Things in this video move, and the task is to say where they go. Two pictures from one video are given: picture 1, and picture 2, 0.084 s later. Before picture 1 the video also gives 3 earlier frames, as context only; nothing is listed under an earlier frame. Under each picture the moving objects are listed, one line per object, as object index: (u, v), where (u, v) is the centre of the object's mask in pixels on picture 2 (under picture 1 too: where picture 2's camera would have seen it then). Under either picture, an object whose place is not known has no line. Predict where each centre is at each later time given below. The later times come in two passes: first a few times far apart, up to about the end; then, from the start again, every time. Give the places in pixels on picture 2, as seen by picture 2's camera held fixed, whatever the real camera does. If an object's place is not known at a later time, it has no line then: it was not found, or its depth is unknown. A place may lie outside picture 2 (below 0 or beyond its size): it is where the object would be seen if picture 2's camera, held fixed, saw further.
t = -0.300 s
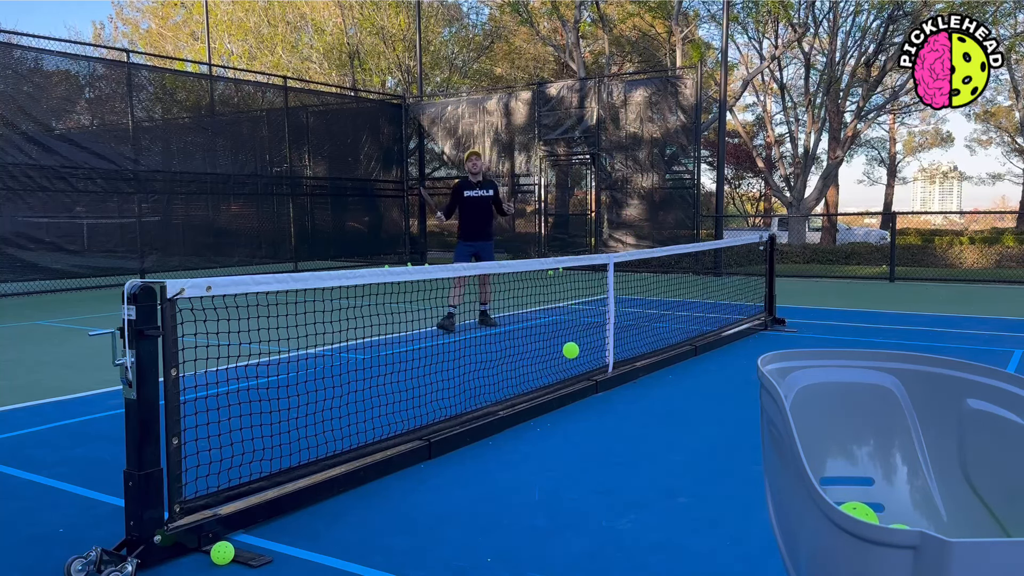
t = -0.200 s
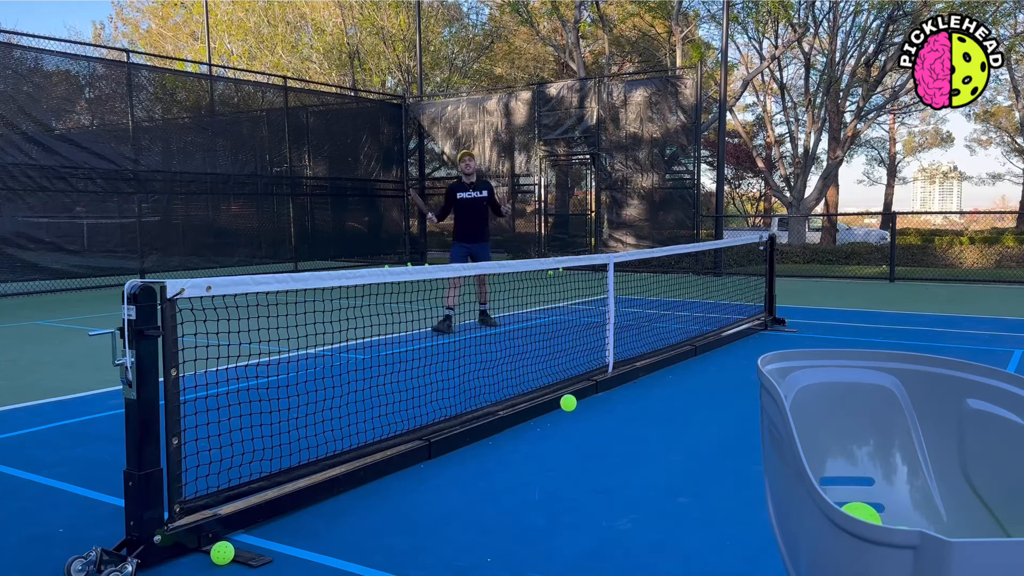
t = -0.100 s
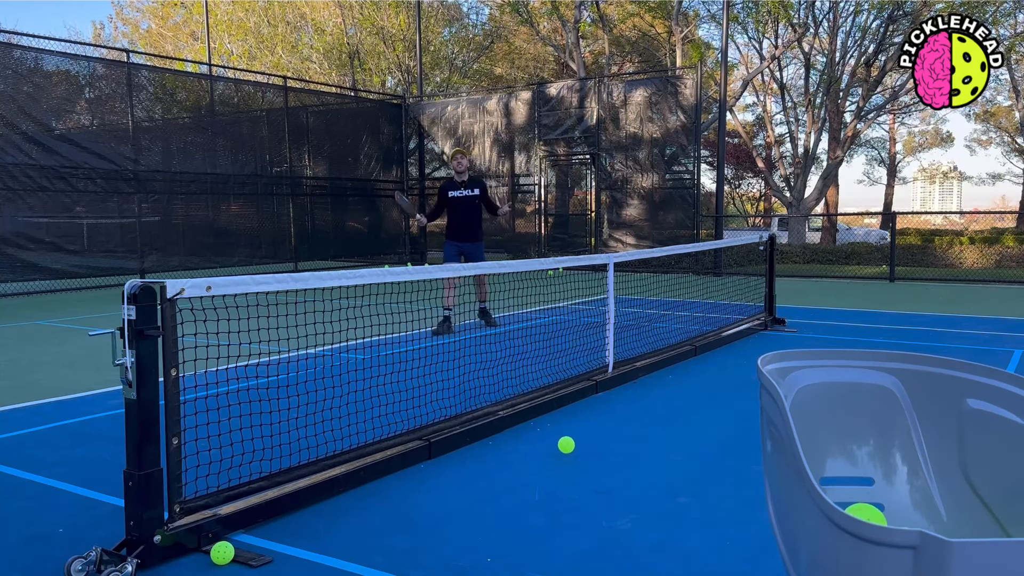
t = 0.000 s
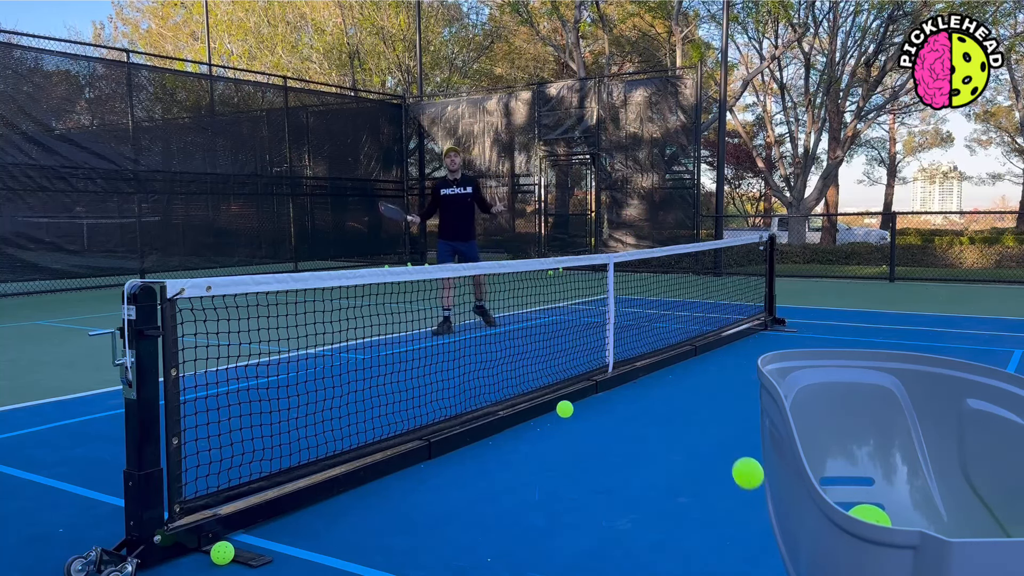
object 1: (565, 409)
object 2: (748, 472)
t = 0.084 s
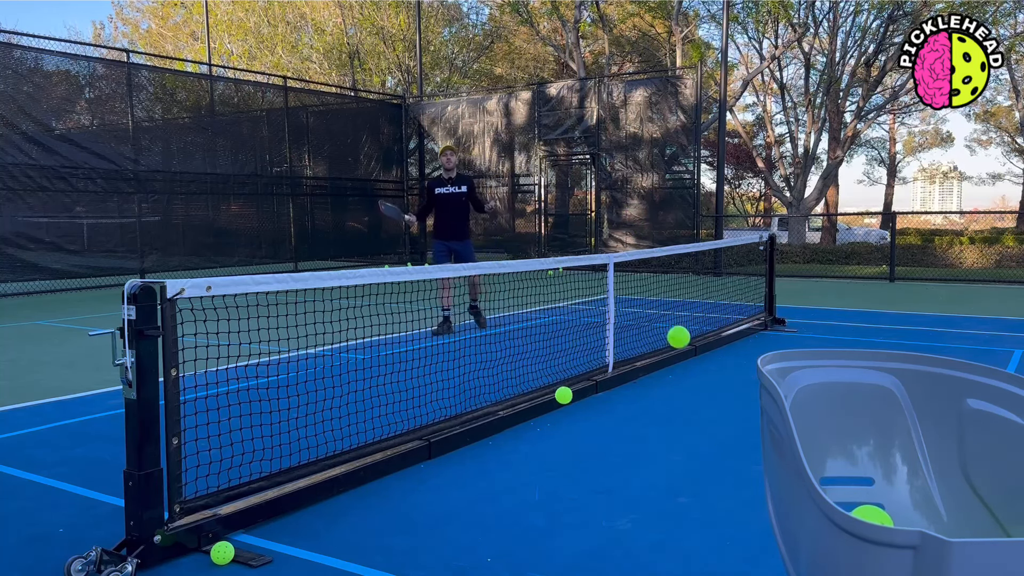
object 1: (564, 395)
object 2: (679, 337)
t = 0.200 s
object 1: (562, 402)
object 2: (628, 261)
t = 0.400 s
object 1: (560, 480)
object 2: (586, 244)
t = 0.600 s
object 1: (561, 448)
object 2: (565, 282)
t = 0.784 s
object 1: (562, 506)
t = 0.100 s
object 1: (563, 394)
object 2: (669, 320)
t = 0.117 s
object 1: (563, 394)
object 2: (660, 306)
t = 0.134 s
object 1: (563, 395)
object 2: (653, 294)
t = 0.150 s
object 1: (563, 395)
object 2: (646, 284)
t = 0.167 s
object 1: (563, 397)
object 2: (639, 275)
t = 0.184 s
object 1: (563, 399)
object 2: (633, 267)
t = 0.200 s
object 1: (562, 402)
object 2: (628, 261)
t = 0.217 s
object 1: (562, 406)
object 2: (623, 256)
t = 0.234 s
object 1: (562, 410)
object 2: (618, 252)
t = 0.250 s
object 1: (562, 415)
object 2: (614, 248)
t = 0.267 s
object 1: (562, 420)
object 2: (610, 245)
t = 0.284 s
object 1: (562, 426)
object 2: (606, 243)
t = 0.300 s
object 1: (561, 433)
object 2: (603, 242)
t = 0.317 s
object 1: (561, 441)
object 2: (599, 241)
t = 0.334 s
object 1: (561, 449)
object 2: (596, 241)
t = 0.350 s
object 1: (561, 458)
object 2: (594, 241)
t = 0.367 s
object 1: (561, 467)
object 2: (591, 242)
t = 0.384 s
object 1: (561, 478)
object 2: (588, 243)
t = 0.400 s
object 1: (560, 480)
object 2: (586, 244)
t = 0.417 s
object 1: (560, 474)
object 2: (583, 246)
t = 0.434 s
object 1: (560, 469)
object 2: (581, 248)
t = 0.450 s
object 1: (560, 464)
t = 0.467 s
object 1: (561, 459)
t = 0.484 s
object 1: (561, 456)
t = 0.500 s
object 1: (561, 453)
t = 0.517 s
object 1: (561, 450)
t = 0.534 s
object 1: (561, 448)
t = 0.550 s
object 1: (561, 447)
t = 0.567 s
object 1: (561, 447)
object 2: (567, 274)
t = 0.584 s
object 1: (561, 447)
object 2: (566, 277)
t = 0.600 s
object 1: (561, 448)
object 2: (565, 282)
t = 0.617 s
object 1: (561, 450)
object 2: (563, 286)
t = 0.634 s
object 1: (561, 452)
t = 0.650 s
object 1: (561, 455)
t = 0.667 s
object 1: (561, 459)
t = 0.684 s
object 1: (561, 464)
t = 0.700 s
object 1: (562, 469)
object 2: (558, 311)
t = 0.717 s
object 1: (562, 475)
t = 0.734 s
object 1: (562, 482)
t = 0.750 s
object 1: (562, 489)
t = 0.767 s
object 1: (562, 498)
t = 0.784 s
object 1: (562, 506)
